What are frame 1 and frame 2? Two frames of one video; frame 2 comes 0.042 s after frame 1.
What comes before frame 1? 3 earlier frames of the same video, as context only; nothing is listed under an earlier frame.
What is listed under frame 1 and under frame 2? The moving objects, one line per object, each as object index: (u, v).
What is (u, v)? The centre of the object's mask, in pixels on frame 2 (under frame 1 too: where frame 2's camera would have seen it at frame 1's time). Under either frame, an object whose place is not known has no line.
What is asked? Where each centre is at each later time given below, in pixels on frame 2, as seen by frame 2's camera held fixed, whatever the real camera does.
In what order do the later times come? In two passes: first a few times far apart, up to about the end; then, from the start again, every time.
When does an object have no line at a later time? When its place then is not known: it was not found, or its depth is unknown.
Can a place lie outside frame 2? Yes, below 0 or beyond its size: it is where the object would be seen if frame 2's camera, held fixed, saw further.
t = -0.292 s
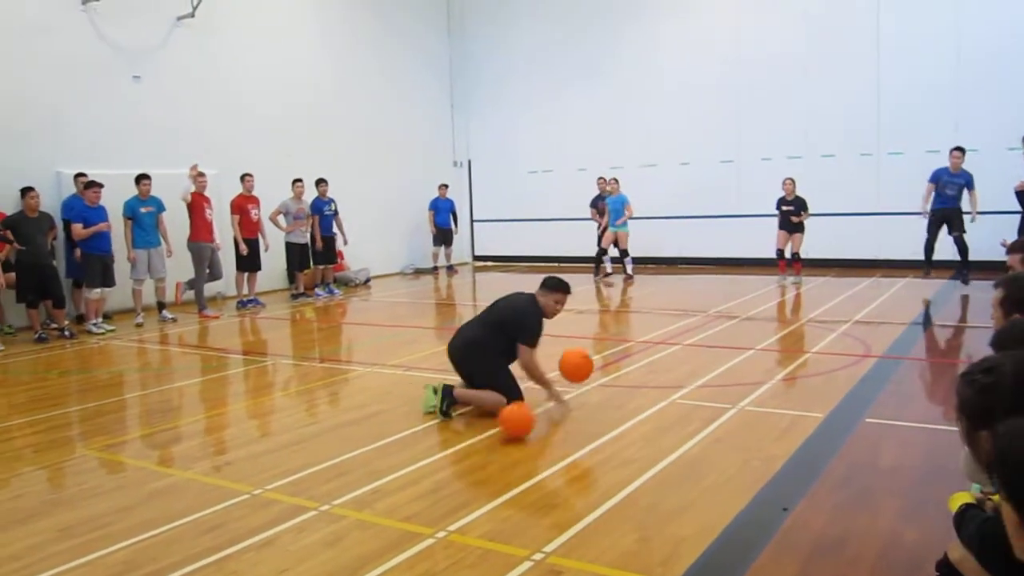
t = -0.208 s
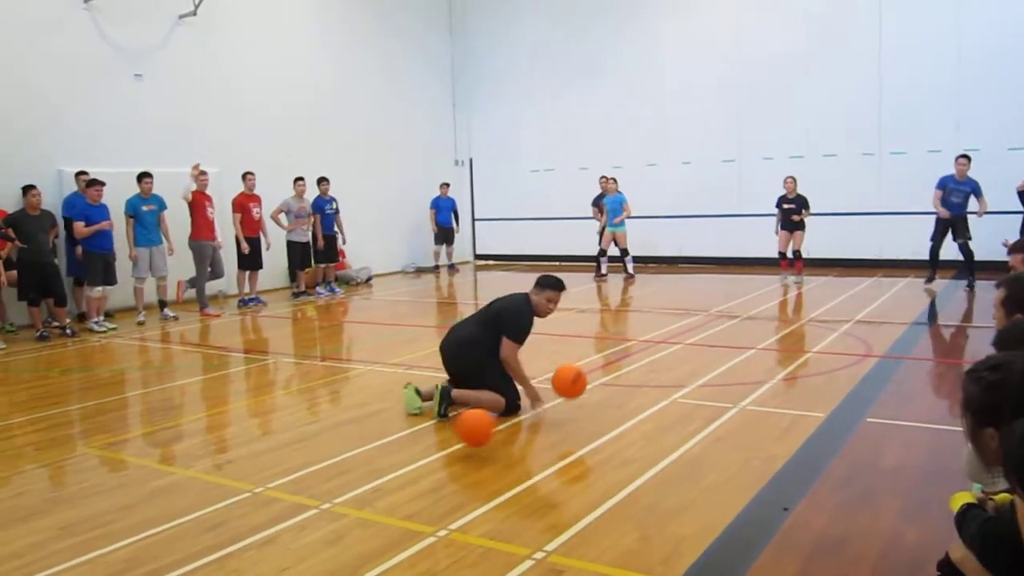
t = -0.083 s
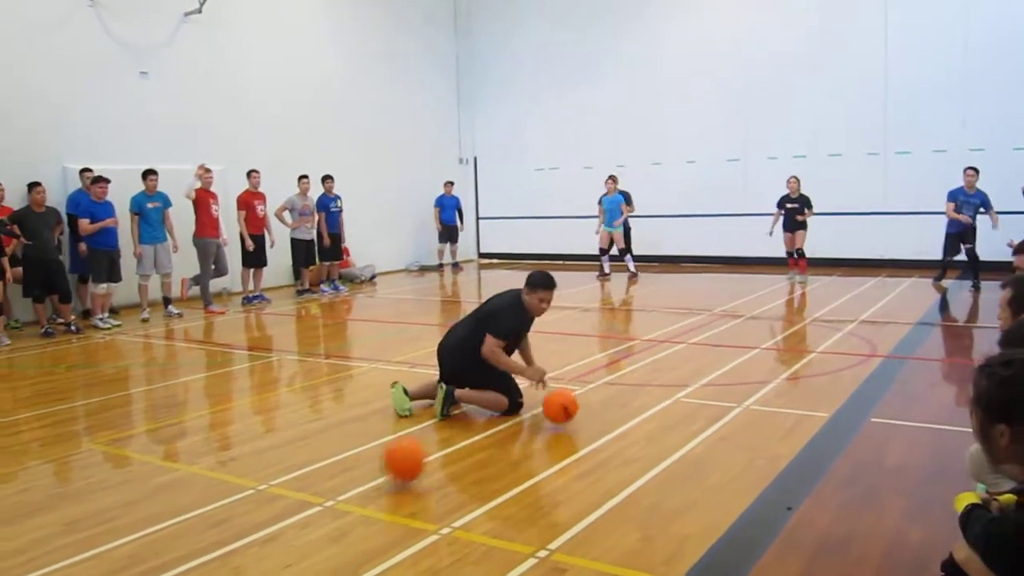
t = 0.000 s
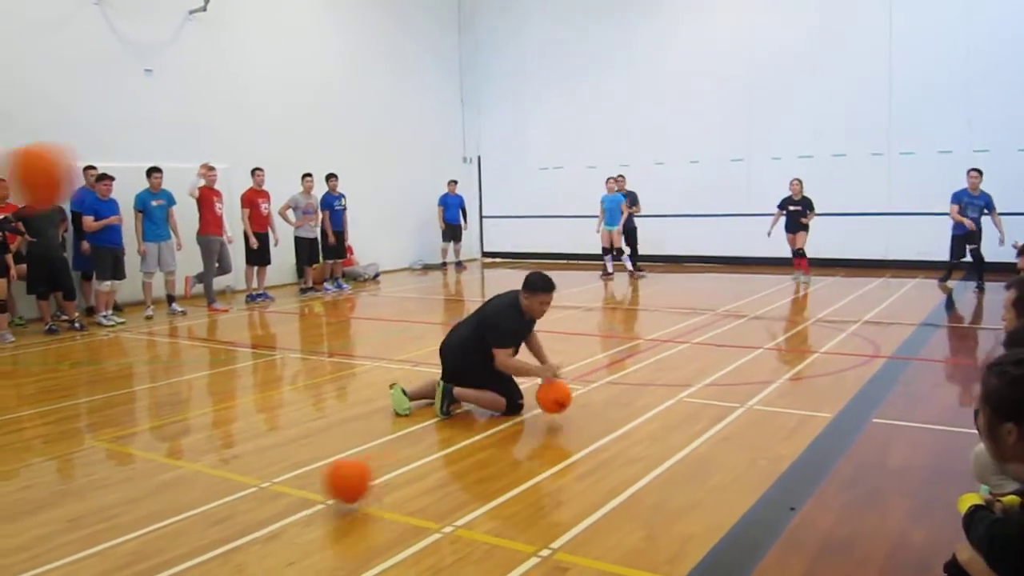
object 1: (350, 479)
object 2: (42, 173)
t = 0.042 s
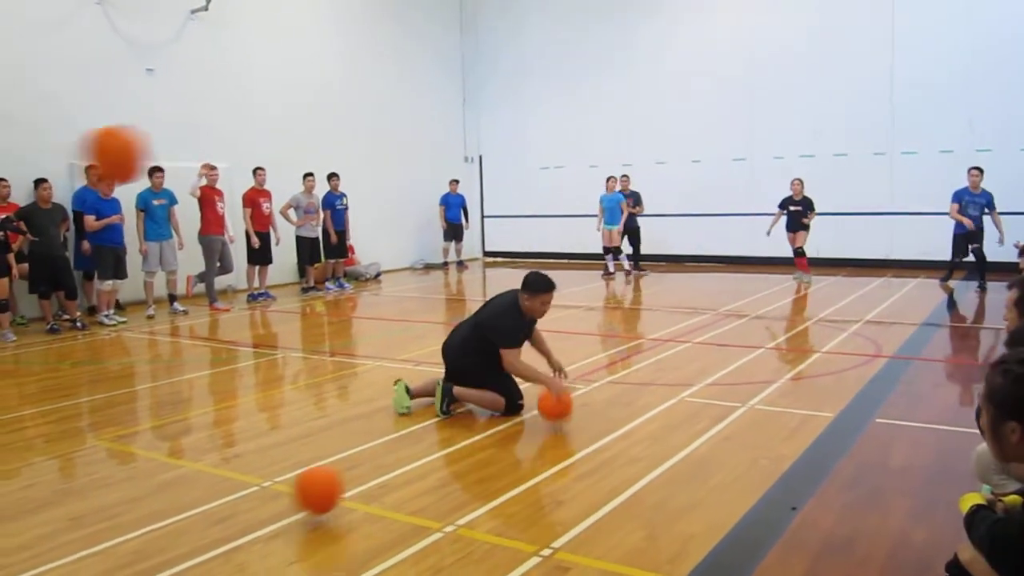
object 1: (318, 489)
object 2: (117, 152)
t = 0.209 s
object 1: (166, 550)
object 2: (322, 131)
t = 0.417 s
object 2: (465, 172)
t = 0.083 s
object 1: (284, 504)
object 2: (179, 140)
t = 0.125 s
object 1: (247, 524)
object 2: (232, 133)
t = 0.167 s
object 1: (208, 534)
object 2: (279, 131)
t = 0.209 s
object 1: (166, 550)
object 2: (322, 131)
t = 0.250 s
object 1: (121, 562)
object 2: (355, 135)
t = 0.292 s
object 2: (388, 142)
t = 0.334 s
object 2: (417, 150)
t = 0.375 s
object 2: (442, 161)
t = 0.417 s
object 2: (465, 172)
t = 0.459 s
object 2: (487, 186)
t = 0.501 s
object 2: (505, 200)
